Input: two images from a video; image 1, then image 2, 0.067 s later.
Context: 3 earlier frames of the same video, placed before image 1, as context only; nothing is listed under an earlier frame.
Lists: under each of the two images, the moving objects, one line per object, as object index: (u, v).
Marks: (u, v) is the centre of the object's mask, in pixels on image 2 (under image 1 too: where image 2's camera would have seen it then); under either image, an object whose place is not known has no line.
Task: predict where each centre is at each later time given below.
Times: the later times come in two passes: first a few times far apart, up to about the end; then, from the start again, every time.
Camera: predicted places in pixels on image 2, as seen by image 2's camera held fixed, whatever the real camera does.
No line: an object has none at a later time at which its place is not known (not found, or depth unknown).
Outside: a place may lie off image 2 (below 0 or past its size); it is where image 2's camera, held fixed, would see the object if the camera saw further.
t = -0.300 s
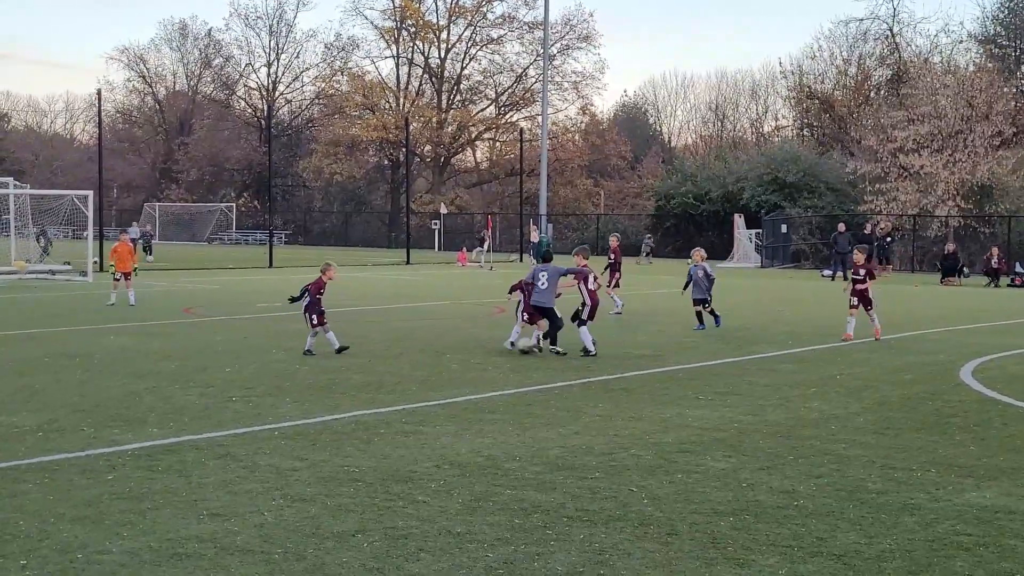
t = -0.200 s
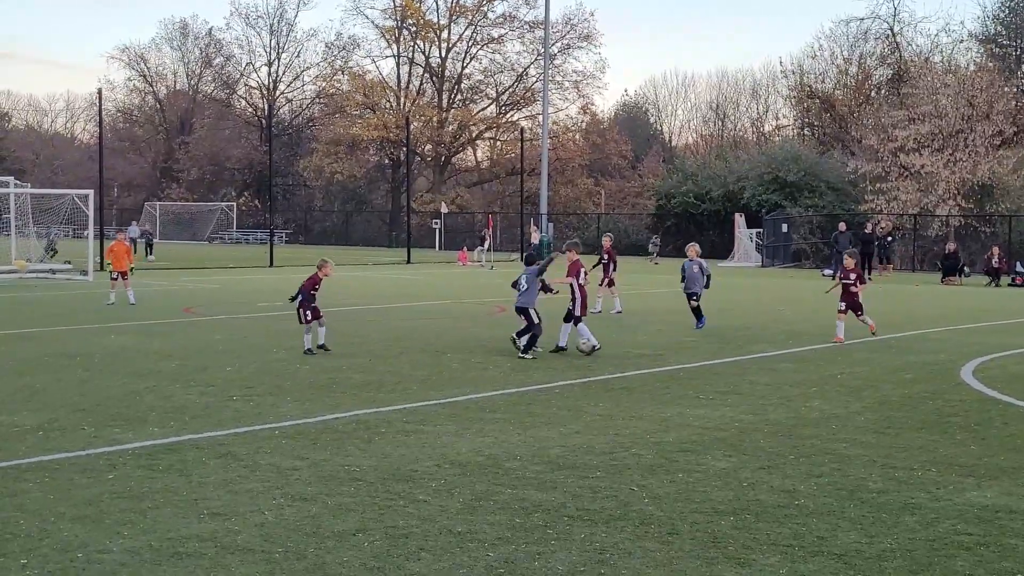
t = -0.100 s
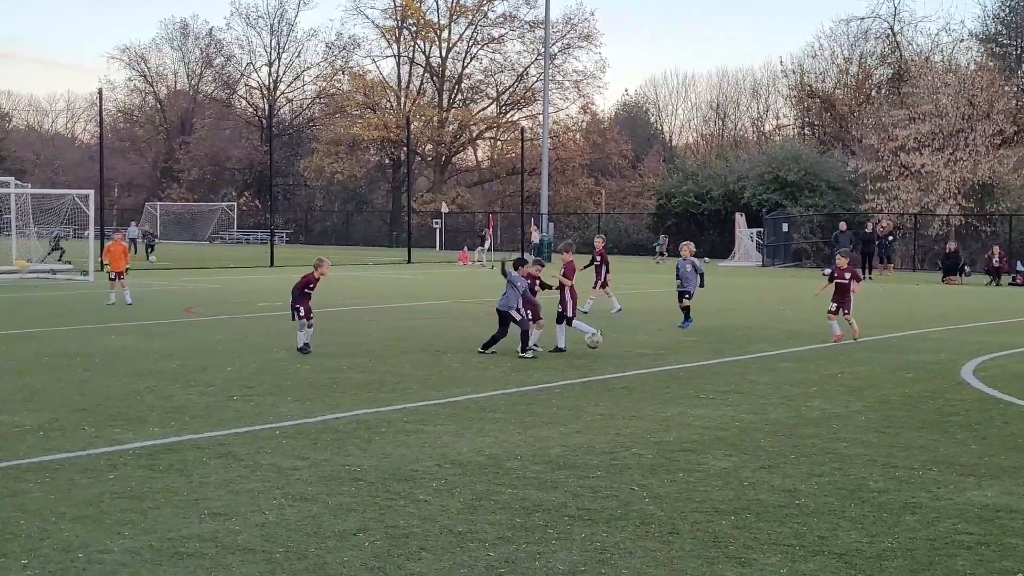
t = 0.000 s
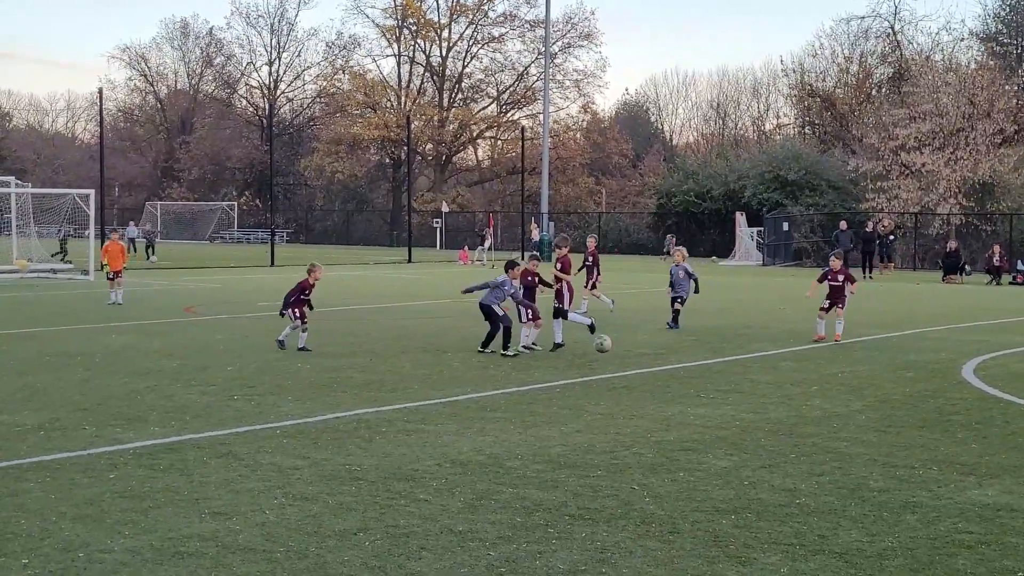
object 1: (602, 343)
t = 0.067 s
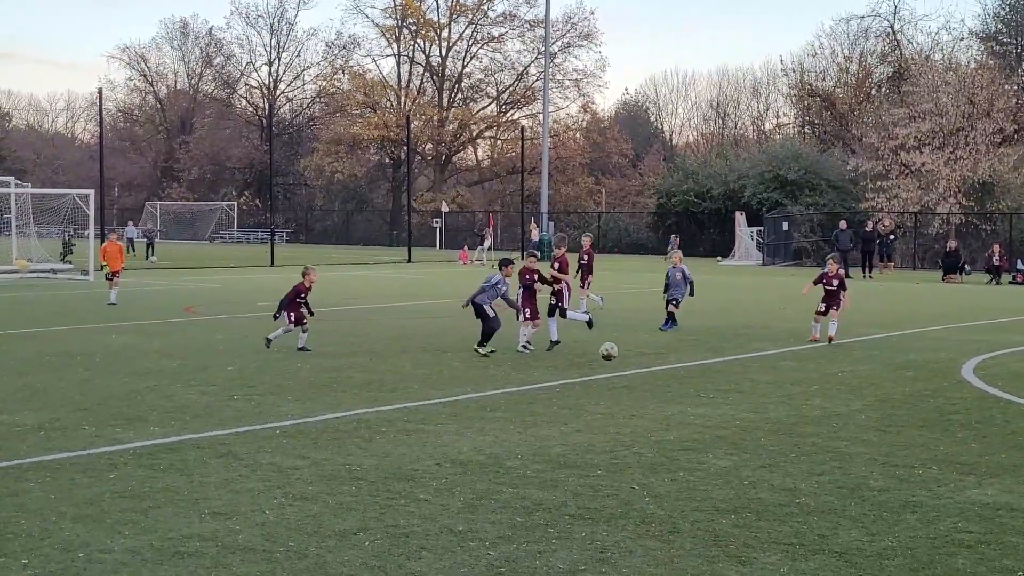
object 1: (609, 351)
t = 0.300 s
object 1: (632, 355)
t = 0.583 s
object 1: (662, 368)
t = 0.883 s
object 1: (698, 386)
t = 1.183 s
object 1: (736, 397)
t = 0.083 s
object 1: (610, 354)
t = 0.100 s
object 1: (612, 357)
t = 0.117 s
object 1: (614, 360)
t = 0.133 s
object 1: (615, 360)
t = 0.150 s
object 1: (617, 359)
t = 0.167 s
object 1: (619, 357)
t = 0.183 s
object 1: (620, 356)
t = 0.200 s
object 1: (622, 355)
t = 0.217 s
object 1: (624, 355)
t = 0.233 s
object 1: (625, 354)
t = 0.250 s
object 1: (627, 354)
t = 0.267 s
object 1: (629, 354)
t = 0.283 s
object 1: (630, 355)
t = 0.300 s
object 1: (632, 355)
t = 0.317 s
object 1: (634, 357)
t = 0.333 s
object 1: (636, 358)
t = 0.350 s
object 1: (637, 359)
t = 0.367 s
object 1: (639, 361)
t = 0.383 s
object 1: (641, 363)
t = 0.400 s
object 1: (643, 365)
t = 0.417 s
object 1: (645, 368)
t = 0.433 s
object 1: (647, 371)
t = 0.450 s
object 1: (648, 371)
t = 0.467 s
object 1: (650, 370)
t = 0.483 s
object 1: (651, 369)
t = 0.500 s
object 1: (653, 368)
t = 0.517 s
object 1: (655, 368)
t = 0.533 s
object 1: (657, 368)
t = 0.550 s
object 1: (659, 368)
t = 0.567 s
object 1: (660, 368)
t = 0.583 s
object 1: (662, 368)
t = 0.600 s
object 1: (664, 369)
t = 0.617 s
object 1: (666, 371)
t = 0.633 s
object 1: (668, 372)
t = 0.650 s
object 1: (670, 374)
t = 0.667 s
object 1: (672, 377)
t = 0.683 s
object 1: (673, 379)
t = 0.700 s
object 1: (676, 380)
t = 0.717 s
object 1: (677, 379)
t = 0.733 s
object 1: (679, 379)
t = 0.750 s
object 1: (681, 379)
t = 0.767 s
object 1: (684, 379)
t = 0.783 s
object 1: (685, 380)
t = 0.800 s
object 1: (687, 381)
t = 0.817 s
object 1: (689, 382)
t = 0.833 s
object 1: (691, 384)
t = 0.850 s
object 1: (693, 385)
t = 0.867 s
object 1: (695, 385)
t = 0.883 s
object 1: (698, 386)
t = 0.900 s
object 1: (700, 386)
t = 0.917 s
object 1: (702, 387)
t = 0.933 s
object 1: (704, 388)
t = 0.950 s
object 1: (706, 389)
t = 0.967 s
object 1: (708, 389)
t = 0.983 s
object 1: (710, 389)
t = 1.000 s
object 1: (712, 390)
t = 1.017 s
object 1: (714, 390)
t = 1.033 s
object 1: (716, 391)
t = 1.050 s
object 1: (719, 392)
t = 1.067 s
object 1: (721, 392)
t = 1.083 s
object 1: (723, 393)
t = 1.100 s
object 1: (725, 394)
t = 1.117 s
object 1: (728, 394)
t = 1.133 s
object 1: (730, 395)
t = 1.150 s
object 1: (732, 395)
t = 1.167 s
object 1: (734, 396)
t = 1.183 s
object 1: (736, 397)
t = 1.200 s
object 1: (739, 398)
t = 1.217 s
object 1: (741, 399)
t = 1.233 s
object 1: (743, 399)
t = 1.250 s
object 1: (746, 400)
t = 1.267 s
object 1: (748, 400)
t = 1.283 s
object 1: (750, 401)
